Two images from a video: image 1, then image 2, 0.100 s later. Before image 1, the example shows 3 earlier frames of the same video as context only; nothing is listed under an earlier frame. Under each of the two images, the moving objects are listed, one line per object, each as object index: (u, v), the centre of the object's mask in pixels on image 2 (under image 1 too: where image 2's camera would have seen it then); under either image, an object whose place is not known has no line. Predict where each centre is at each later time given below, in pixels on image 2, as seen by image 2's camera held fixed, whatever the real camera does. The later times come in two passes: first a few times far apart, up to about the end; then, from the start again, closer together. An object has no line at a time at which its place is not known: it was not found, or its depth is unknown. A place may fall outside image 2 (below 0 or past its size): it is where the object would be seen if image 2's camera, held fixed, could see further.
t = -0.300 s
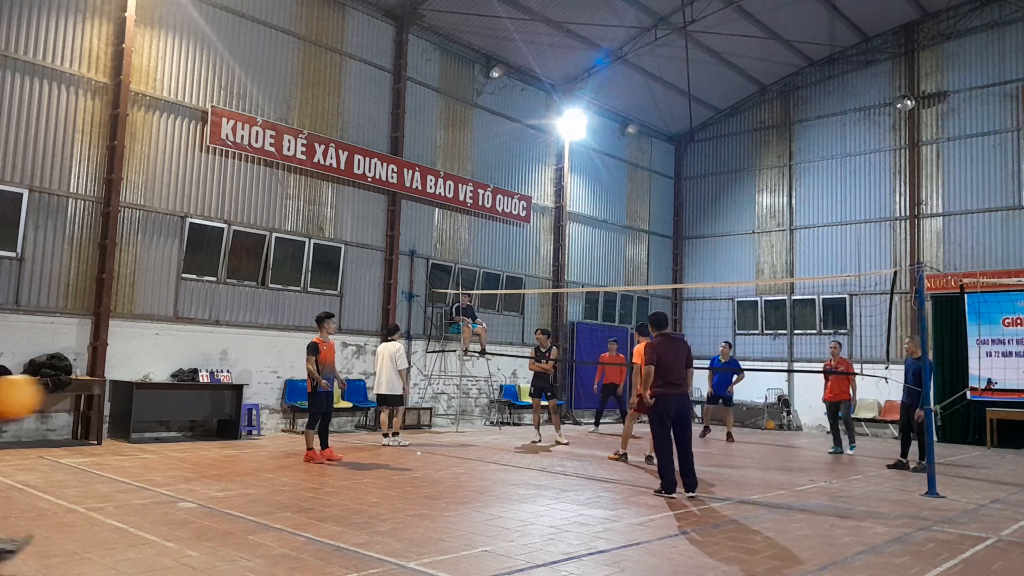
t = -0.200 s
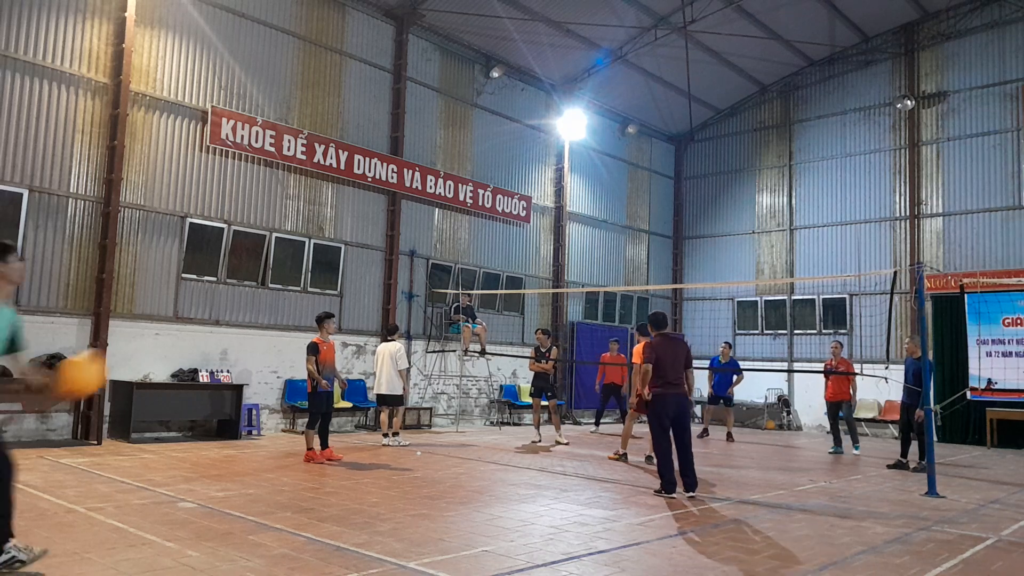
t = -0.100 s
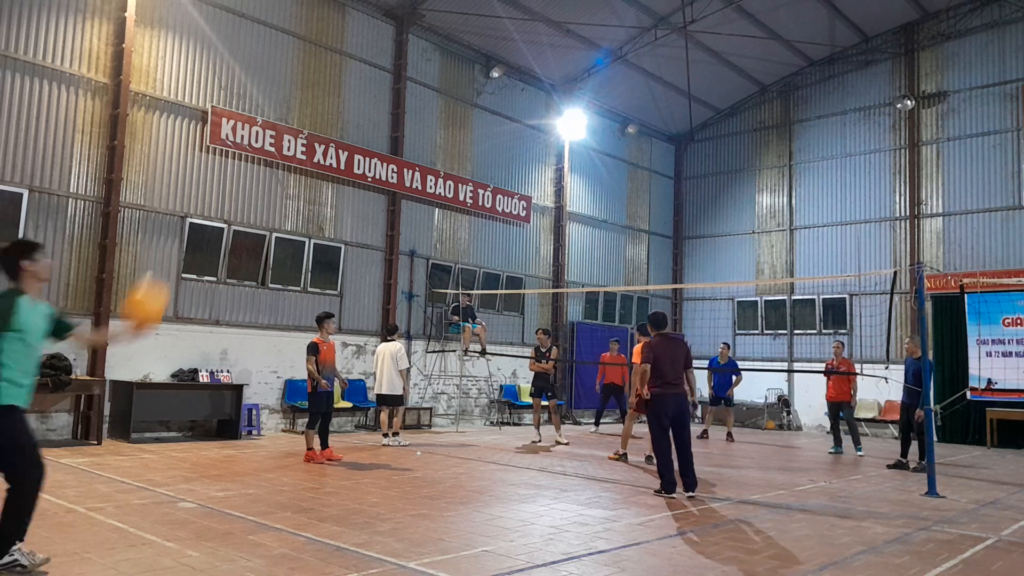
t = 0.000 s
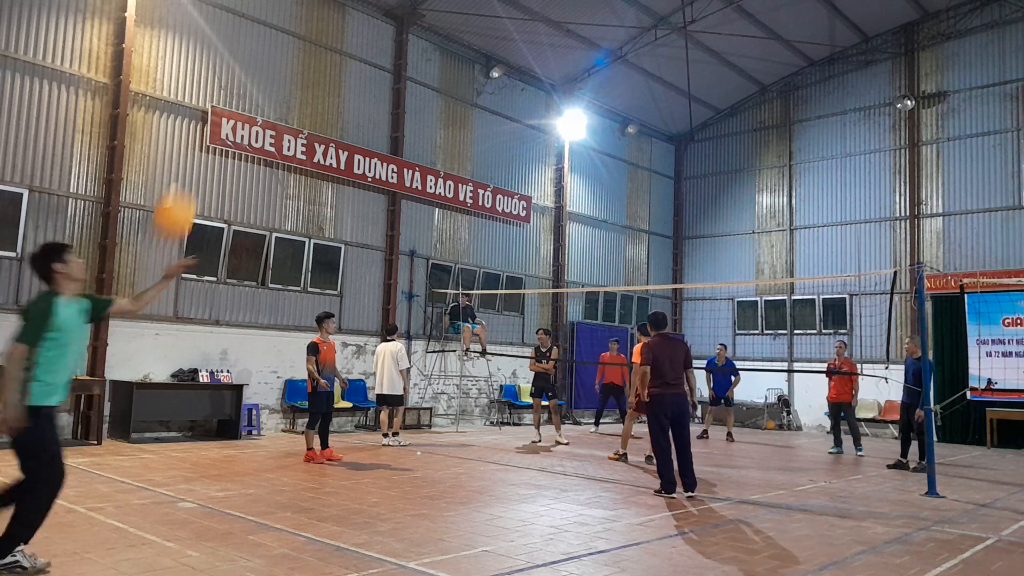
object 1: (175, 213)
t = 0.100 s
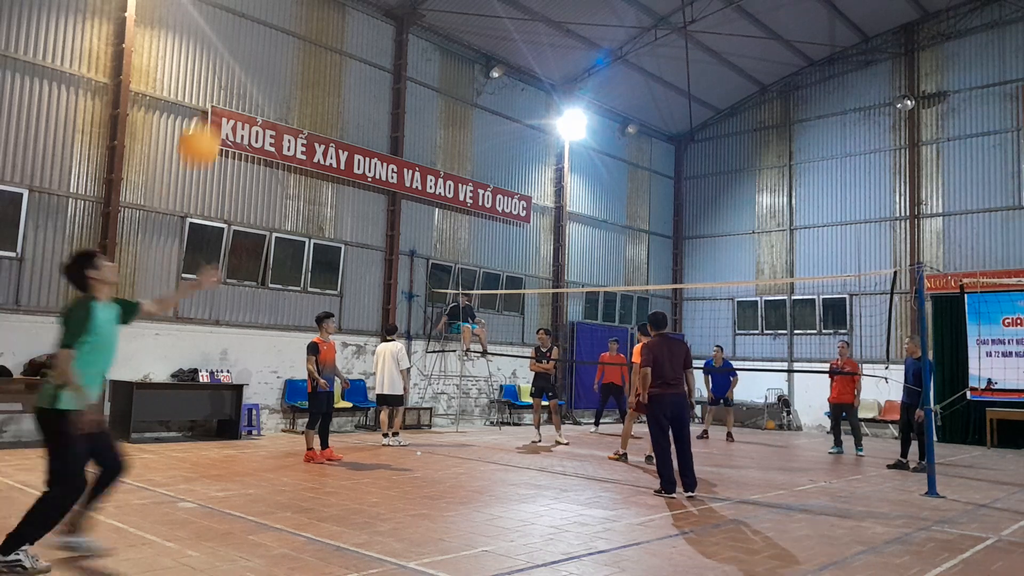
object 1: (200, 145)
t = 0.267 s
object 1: (235, 72)
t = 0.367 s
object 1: (254, 52)
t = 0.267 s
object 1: (235, 72)
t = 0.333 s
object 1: (248, 56)
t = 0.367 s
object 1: (254, 52)
